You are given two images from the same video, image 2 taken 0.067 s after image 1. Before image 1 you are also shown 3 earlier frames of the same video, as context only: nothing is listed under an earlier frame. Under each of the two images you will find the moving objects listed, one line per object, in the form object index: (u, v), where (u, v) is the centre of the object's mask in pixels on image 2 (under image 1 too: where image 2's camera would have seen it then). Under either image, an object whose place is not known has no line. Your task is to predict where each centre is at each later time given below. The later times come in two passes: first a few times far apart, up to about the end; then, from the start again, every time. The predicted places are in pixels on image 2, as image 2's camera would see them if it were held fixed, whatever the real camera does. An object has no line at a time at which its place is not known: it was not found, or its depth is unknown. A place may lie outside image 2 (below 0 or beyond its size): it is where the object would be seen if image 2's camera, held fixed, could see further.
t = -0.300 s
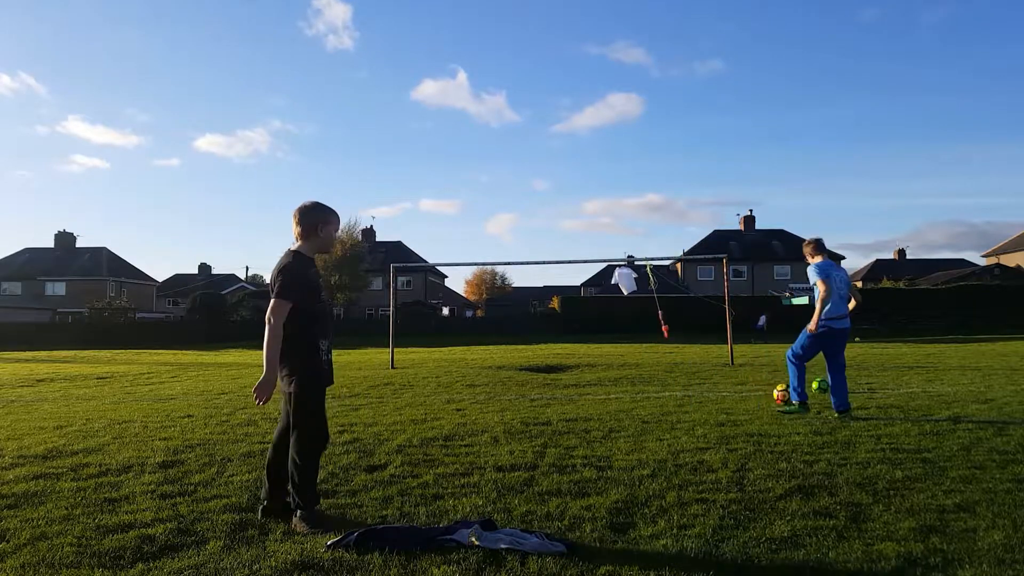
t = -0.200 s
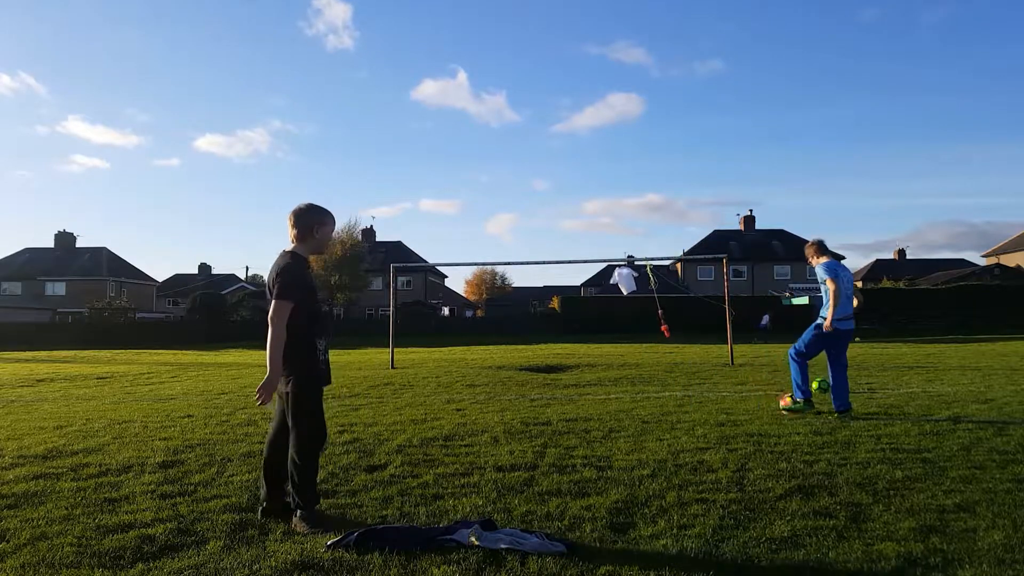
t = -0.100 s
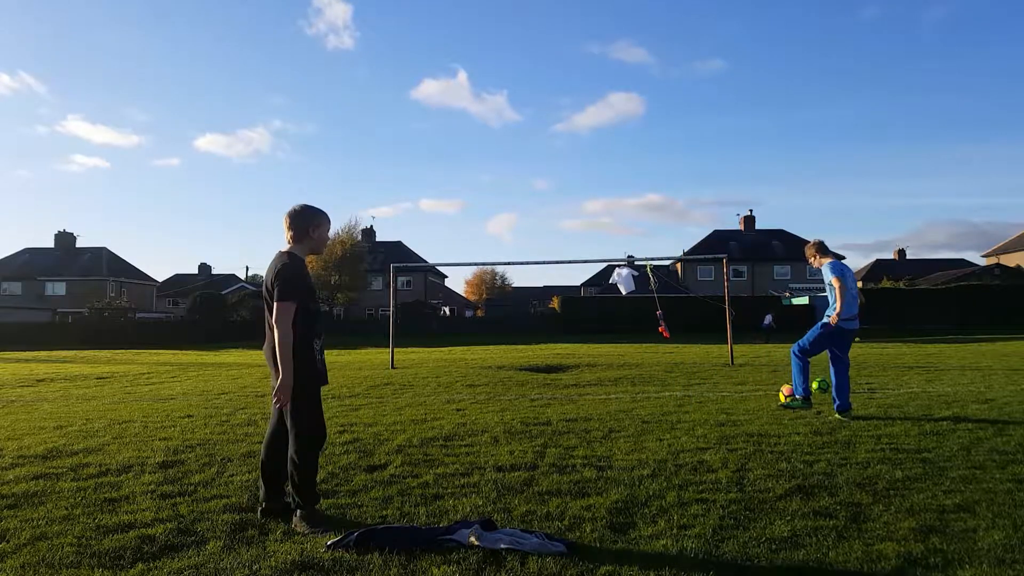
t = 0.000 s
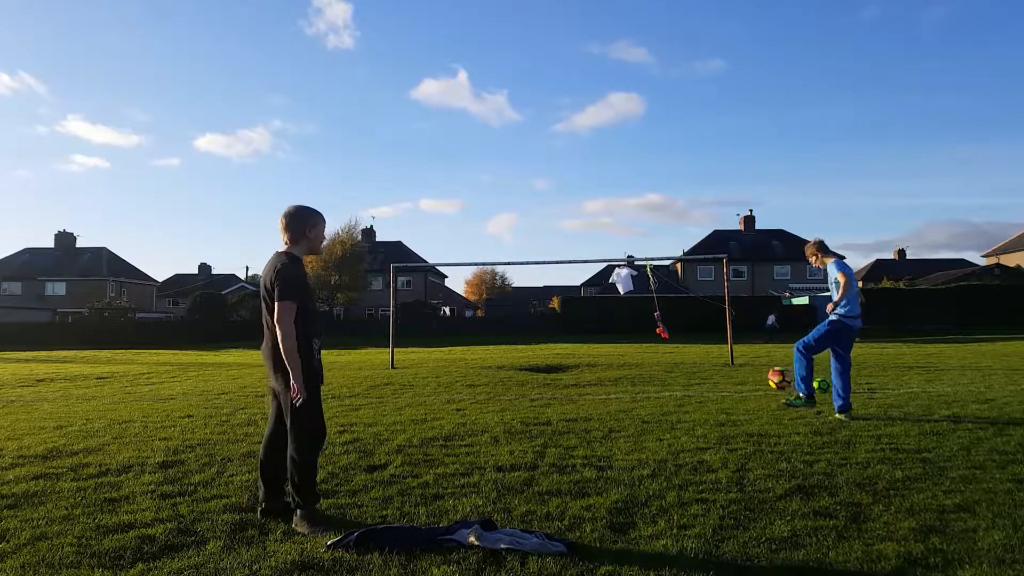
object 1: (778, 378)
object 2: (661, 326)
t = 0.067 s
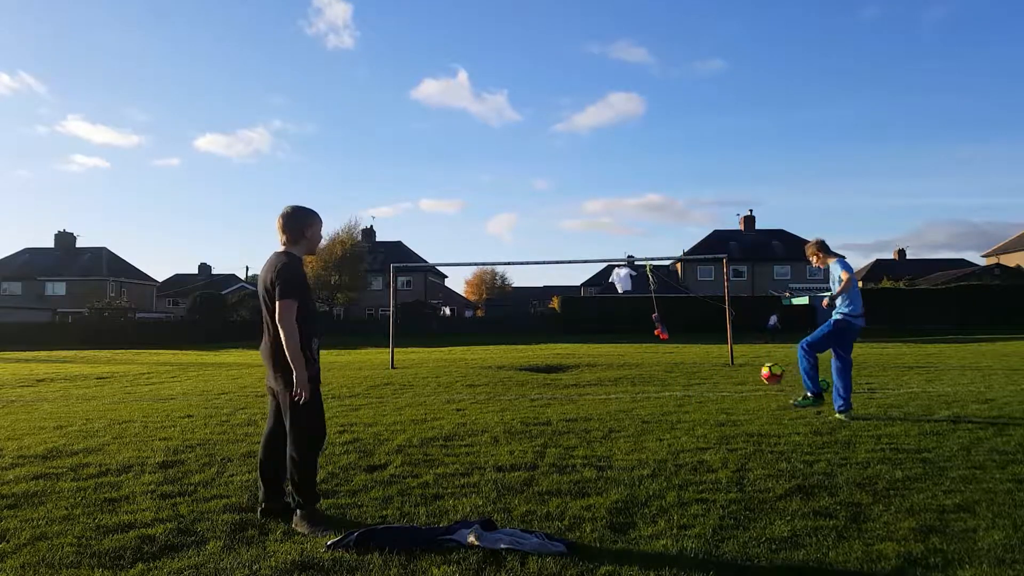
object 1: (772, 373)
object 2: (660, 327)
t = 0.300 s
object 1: (749, 391)
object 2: (652, 330)
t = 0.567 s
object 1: (731, 391)
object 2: (642, 329)
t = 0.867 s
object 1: (715, 399)
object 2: (635, 327)
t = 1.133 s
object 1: (701, 399)
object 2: (634, 327)
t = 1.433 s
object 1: (688, 399)
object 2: (640, 329)
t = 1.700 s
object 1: (680, 398)
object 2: (646, 329)
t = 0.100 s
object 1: (769, 373)
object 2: (659, 328)
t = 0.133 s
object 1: (764, 373)
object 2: (658, 328)
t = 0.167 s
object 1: (762, 375)
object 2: (657, 329)
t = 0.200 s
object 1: (758, 377)
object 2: (656, 329)
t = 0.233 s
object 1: (755, 381)
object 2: (655, 329)
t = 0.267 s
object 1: (752, 386)
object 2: (653, 330)
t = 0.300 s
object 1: (749, 391)
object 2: (652, 330)
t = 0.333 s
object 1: (746, 399)
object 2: (651, 331)
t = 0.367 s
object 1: (744, 402)
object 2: (650, 331)
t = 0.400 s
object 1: (742, 398)
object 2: (648, 331)
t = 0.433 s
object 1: (740, 394)
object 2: (647, 331)
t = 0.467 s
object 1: (738, 392)
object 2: (645, 330)
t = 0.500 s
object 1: (736, 391)
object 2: (644, 331)
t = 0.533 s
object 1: (733, 390)
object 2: (643, 330)
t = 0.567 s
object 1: (731, 391)
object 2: (642, 329)
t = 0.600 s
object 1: (730, 393)
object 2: (641, 329)
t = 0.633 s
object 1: (728, 396)
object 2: (640, 330)
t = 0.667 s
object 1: (727, 400)
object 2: (639, 328)
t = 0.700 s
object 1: (725, 400)
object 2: (639, 329)
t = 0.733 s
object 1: (723, 399)
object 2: (637, 329)
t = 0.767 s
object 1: (722, 399)
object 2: (637, 329)
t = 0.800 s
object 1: (720, 399)
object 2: (636, 329)
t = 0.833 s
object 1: (717, 399)
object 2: (635, 328)
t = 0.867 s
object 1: (715, 399)
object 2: (635, 327)
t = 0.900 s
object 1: (713, 399)
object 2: (634, 328)
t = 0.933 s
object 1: (712, 399)
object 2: (634, 327)
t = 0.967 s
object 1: (710, 399)
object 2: (634, 327)
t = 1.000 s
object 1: (708, 399)
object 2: (634, 327)
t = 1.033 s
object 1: (706, 399)
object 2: (634, 327)
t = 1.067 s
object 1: (705, 399)
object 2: (634, 327)
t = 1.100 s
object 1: (703, 399)
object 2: (634, 326)
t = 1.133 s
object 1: (701, 399)
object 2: (634, 327)
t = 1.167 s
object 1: (699, 399)
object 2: (635, 326)
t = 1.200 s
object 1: (698, 400)
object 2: (635, 327)
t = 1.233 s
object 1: (696, 400)
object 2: (636, 327)
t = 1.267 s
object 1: (695, 400)
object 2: (636, 327)
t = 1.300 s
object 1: (694, 400)
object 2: (637, 327)
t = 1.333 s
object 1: (693, 399)
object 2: (638, 327)
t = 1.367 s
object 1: (691, 400)
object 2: (638, 329)
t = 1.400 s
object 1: (690, 399)
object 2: (639, 329)
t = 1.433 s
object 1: (688, 399)
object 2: (640, 329)
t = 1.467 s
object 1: (688, 399)
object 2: (640, 329)
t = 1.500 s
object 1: (687, 398)
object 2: (641, 329)
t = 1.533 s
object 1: (685, 398)
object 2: (642, 329)
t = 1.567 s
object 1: (684, 398)
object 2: (643, 329)
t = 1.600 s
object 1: (684, 398)
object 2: (643, 329)
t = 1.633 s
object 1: (682, 398)
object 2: (644, 329)
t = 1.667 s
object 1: (681, 399)
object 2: (645, 329)
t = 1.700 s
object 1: (680, 398)
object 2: (646, 329)
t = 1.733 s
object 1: (679, 399)
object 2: (647, 330)
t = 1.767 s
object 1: (678, 398)
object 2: (648, 329)
